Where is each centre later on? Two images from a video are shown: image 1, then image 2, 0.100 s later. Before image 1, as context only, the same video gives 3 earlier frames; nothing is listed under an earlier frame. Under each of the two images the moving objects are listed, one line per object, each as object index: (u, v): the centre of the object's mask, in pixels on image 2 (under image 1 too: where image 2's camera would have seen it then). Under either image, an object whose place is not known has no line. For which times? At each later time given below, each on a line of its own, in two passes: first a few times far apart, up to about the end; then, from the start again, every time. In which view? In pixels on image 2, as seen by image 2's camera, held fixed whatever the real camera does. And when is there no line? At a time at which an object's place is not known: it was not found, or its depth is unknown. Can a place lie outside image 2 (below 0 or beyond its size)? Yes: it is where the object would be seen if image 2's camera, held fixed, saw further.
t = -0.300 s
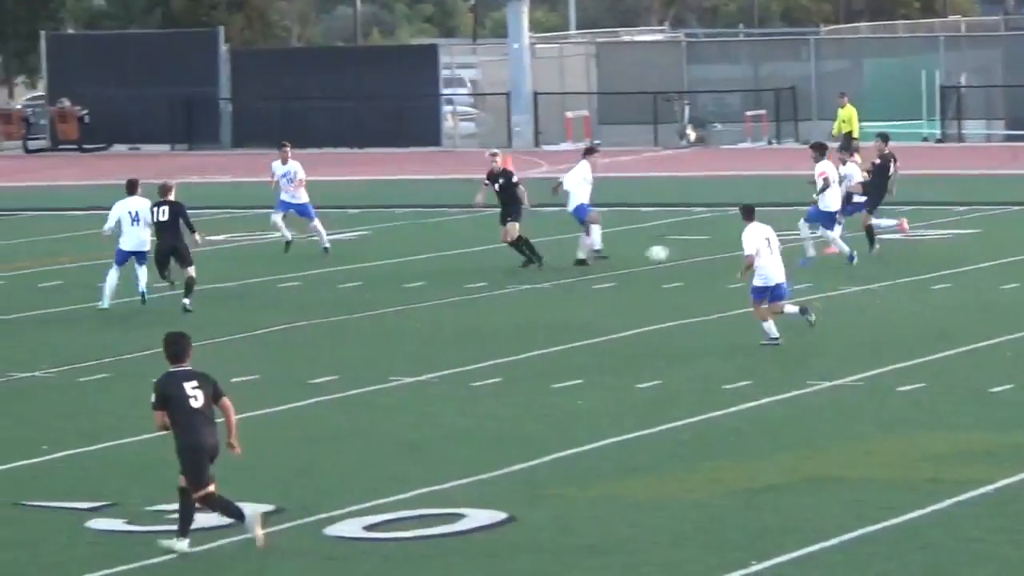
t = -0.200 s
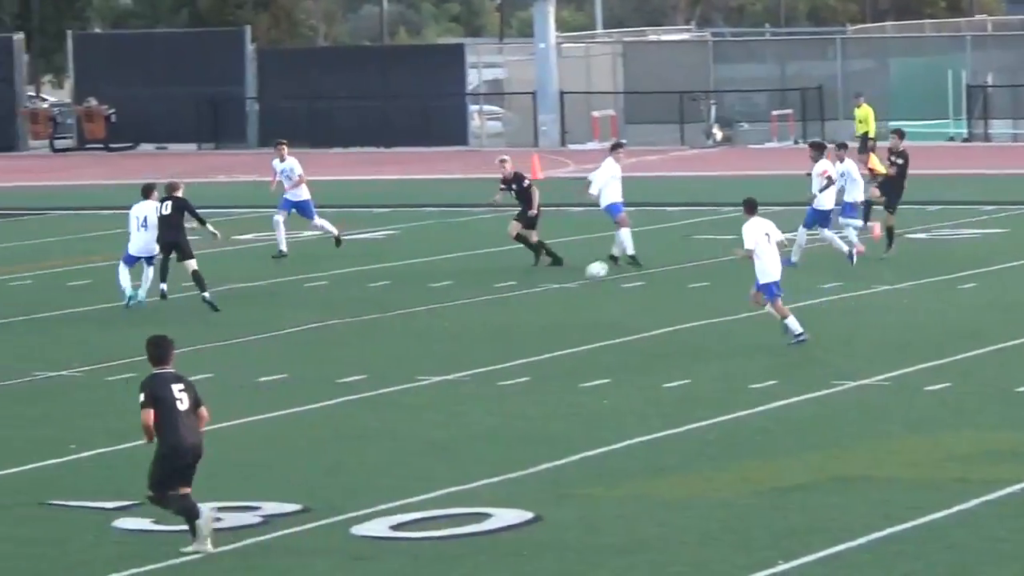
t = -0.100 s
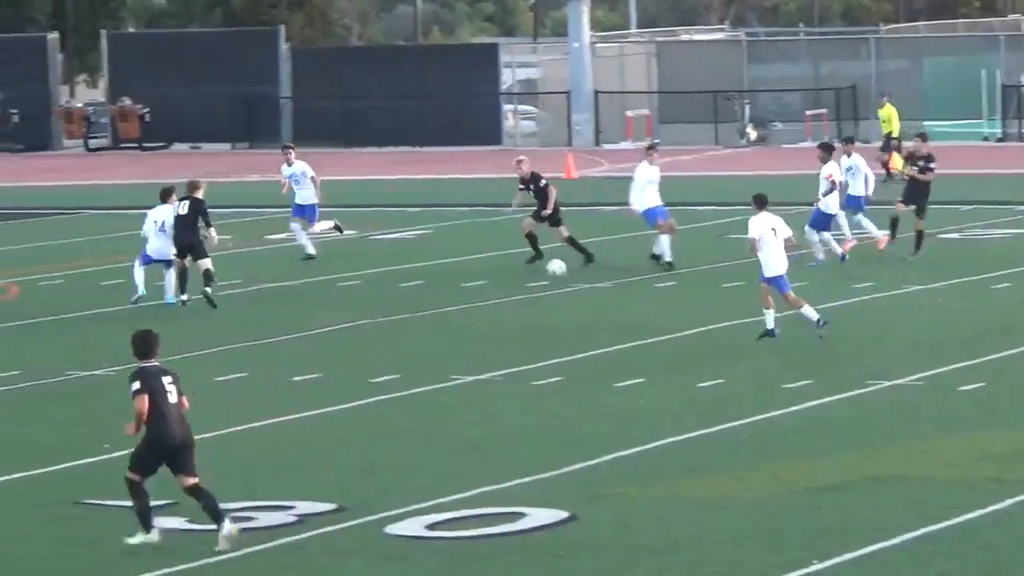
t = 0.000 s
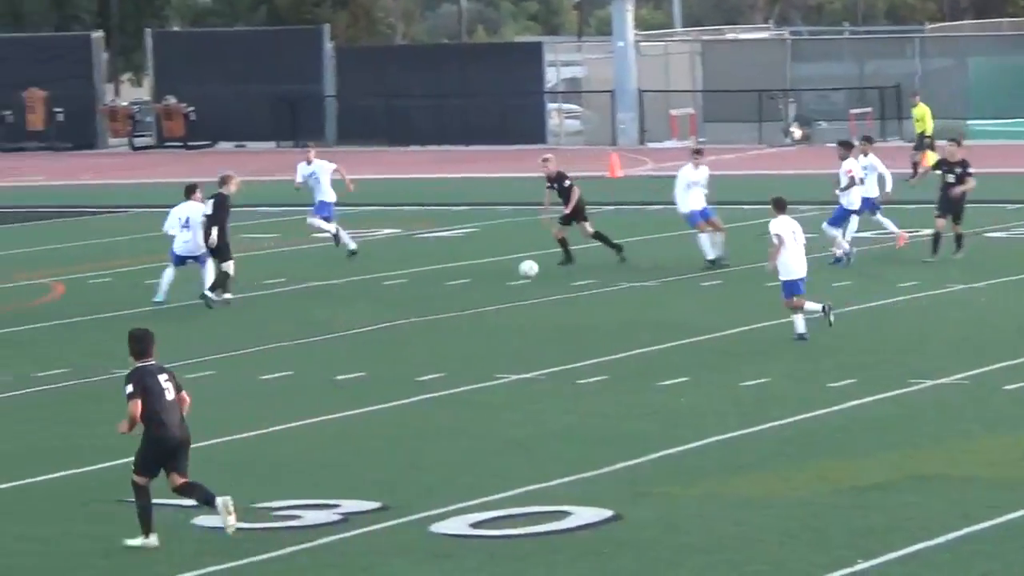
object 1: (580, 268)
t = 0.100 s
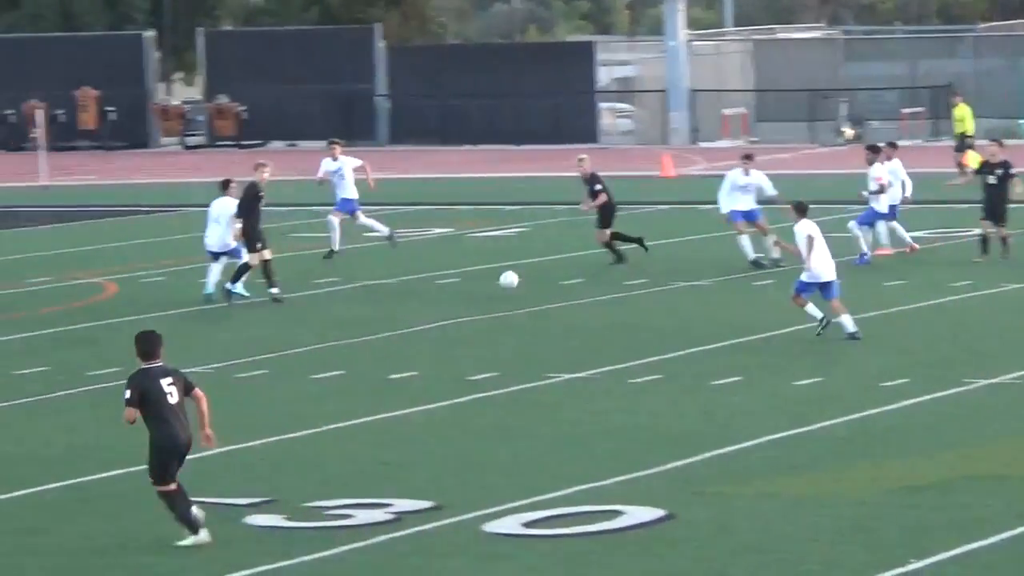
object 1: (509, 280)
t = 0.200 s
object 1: (440, 288)
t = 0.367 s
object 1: (331, 294)
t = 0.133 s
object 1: (486, 285)
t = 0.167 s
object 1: (463, 291)
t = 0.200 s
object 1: (440, 288)
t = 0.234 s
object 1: (418, 288)
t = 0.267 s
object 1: (397, 287)
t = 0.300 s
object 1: (375, 288)
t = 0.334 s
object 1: (353, 290)
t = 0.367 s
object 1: (331, 294)
